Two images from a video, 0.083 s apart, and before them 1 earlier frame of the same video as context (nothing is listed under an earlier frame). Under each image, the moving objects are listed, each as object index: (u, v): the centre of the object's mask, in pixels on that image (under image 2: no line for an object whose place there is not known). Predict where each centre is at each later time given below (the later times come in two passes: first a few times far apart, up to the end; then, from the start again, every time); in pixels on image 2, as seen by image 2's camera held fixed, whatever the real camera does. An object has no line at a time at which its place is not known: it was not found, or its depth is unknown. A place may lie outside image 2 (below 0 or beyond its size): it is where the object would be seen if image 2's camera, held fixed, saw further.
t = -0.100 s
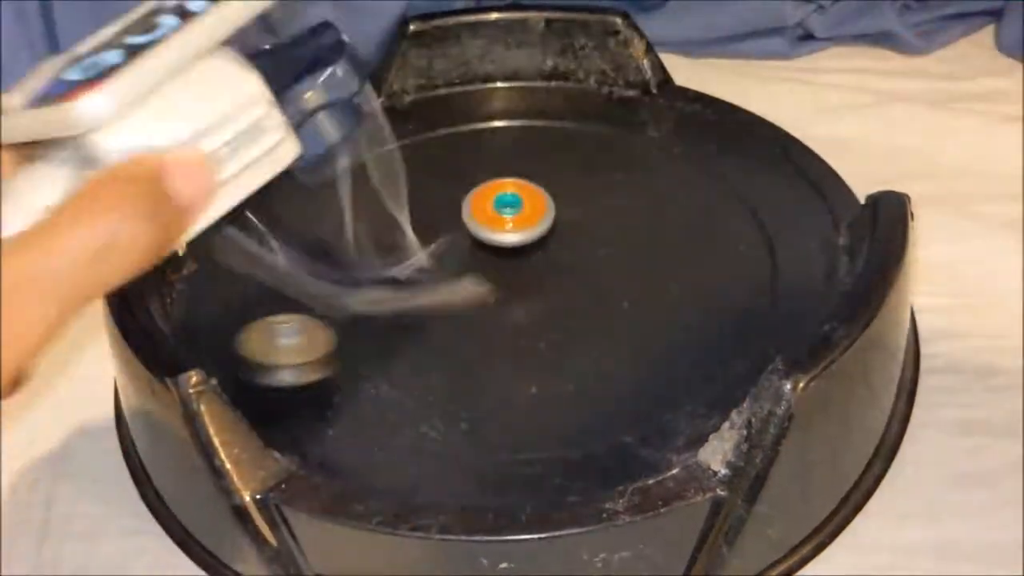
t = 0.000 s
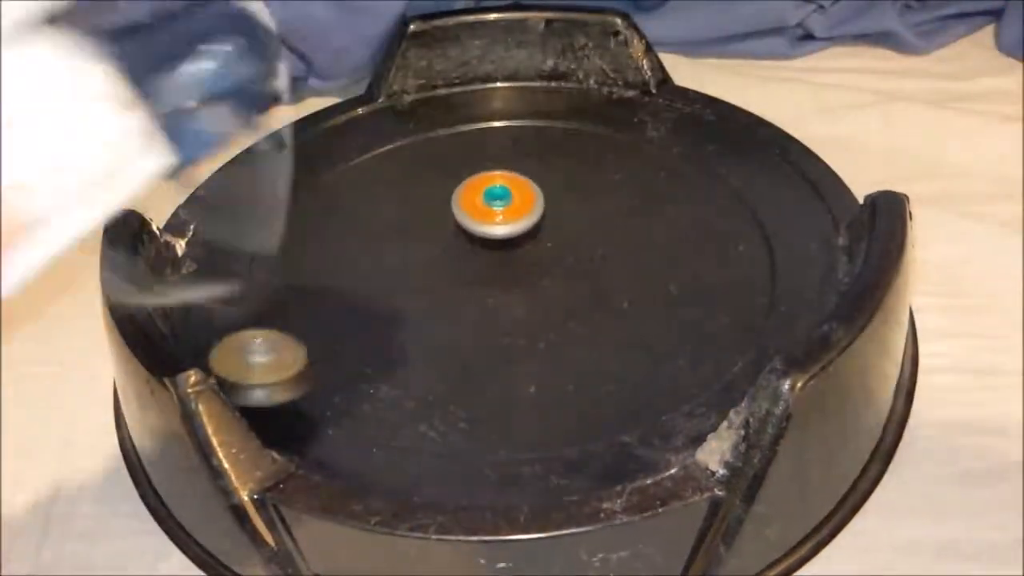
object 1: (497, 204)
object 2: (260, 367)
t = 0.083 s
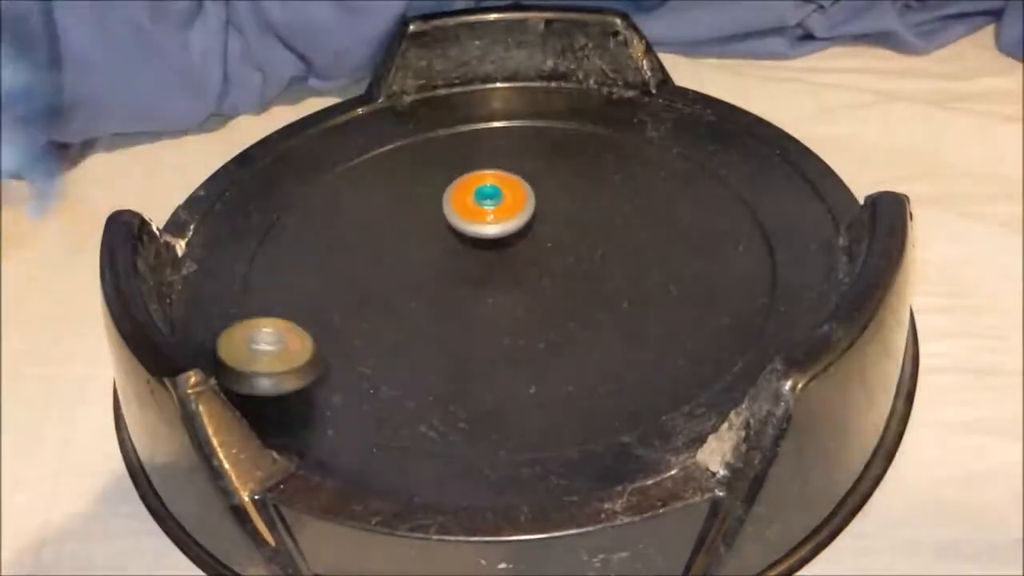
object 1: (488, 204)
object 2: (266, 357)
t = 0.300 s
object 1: (489, 221)
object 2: (237, 326)
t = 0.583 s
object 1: (530, 227)
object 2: (338, 317)
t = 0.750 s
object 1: (545, 222)
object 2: (416, 215)
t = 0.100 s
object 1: (487, 204)
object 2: (262, 353)
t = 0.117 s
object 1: (486, 205)
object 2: (257, 351)
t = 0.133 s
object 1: (485, 206)
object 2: (252, 348)
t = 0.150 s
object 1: (484, 207)
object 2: (246, 345)
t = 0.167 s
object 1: (483, 208)
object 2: (241, 343)
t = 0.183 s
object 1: (483, 210)
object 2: (235, 341)
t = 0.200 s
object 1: (483, 211)
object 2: (235, 339)
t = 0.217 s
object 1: (483, 213)
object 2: (235, 338)
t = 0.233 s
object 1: (483, 215)
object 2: (236, 336)
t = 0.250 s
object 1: (484, 216)
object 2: (236, 334)
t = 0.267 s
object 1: (485, 218)
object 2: (236, 331)
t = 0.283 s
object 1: (487, 219)
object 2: (236, 328)
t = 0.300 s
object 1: (489, 221)
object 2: (237, 326)
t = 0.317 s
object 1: (491, 222)
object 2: (237, 322)
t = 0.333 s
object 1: (493, 223)
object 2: (238, 319)
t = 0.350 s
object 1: (495, 225)
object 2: (239, 316)
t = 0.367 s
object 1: (498, 226)
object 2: (239, 313)
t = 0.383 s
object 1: (500, 226)
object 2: (239, 309)
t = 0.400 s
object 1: (503, 227)
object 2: (240, 306)
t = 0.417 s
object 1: (506, 228)
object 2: (241, 303)
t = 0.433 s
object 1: (509, 228)
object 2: (243, 302)
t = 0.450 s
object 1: (511, 228)
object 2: (246, 303)
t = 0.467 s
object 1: (514, 228)
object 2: (249, 306)
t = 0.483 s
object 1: (516, 228)
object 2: (256, 312)
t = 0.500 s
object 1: (519, 228)
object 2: (266, 317)
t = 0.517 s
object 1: (521, 228)
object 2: (276, 318)
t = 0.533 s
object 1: (524, 227)
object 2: (290, 320)
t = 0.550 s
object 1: (526, 227)
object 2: (305, 320)
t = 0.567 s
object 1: (528, 227)
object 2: (321, 319)
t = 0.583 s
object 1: (530, 227)
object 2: (338, 317)
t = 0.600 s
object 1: (532, 226)
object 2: (356, 313)
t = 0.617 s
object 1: (534, 226)
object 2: (374, 308)
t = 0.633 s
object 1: (536, 225)
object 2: (390, 302)
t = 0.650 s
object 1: (537, 224)
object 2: (405, 293)
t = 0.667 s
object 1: (539, 224)
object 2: (416, 282)
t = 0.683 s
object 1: (540, 223)
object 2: (423, 270)
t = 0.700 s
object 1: (542, 223)
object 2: (428, 257)
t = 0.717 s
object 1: (543, 222)
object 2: (428, 243)
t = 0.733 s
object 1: (544, 222)
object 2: (423, 229)
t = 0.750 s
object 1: (545, 222)
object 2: (416, 215)
